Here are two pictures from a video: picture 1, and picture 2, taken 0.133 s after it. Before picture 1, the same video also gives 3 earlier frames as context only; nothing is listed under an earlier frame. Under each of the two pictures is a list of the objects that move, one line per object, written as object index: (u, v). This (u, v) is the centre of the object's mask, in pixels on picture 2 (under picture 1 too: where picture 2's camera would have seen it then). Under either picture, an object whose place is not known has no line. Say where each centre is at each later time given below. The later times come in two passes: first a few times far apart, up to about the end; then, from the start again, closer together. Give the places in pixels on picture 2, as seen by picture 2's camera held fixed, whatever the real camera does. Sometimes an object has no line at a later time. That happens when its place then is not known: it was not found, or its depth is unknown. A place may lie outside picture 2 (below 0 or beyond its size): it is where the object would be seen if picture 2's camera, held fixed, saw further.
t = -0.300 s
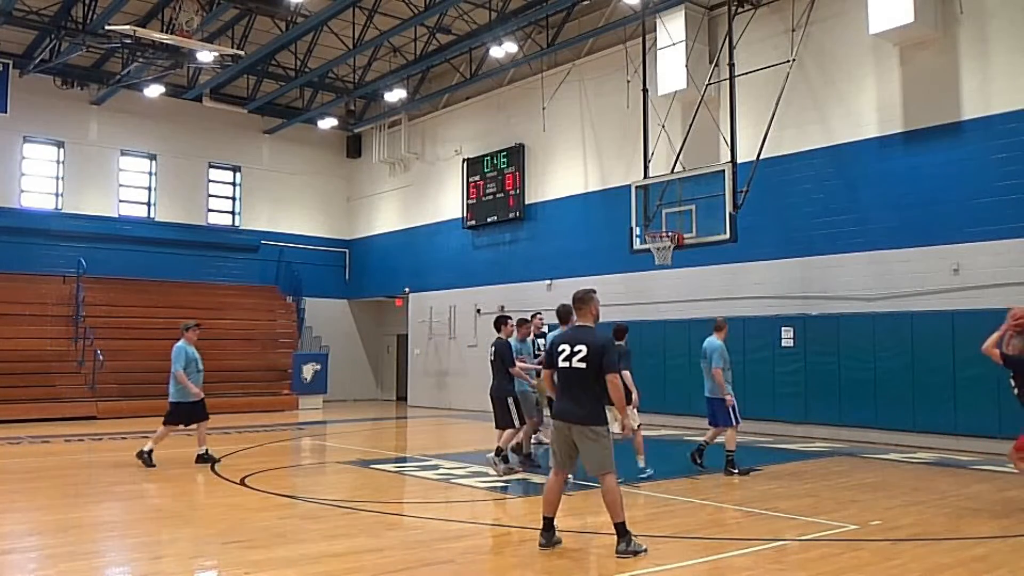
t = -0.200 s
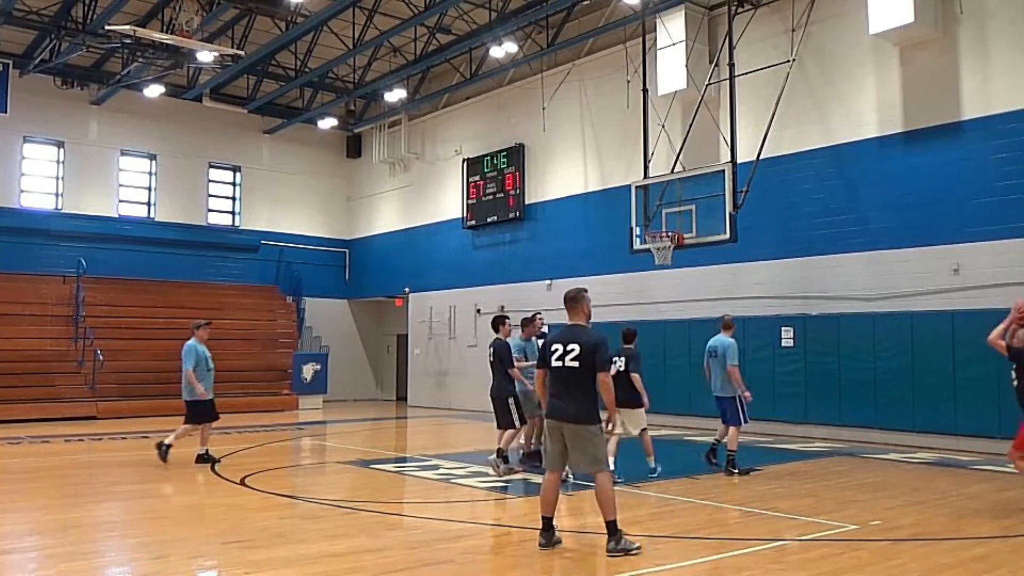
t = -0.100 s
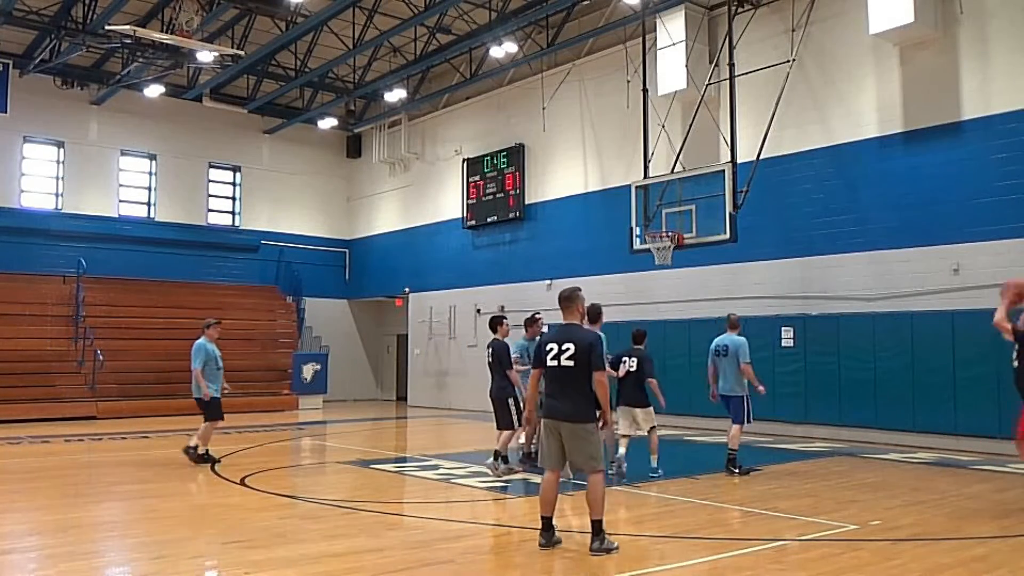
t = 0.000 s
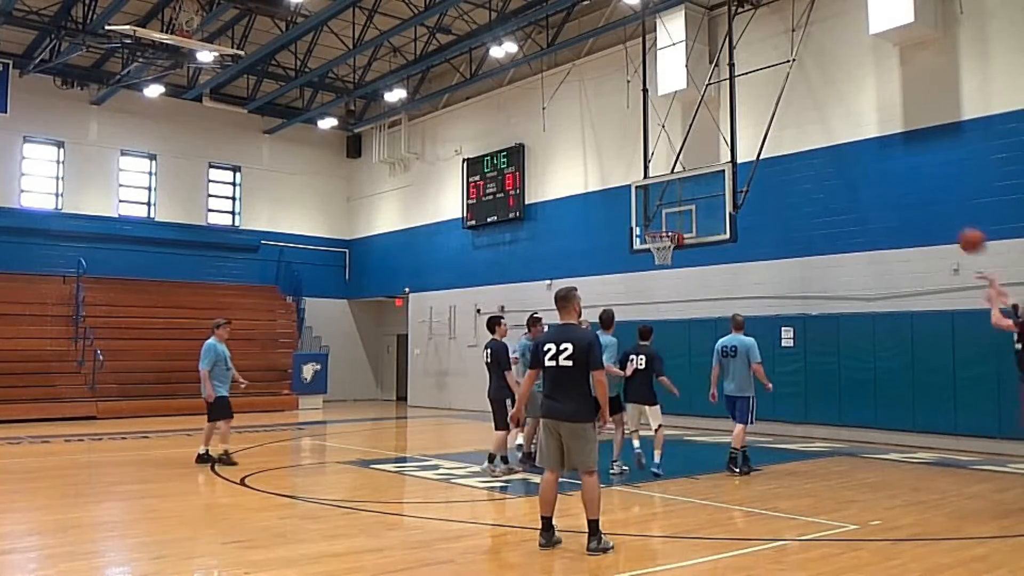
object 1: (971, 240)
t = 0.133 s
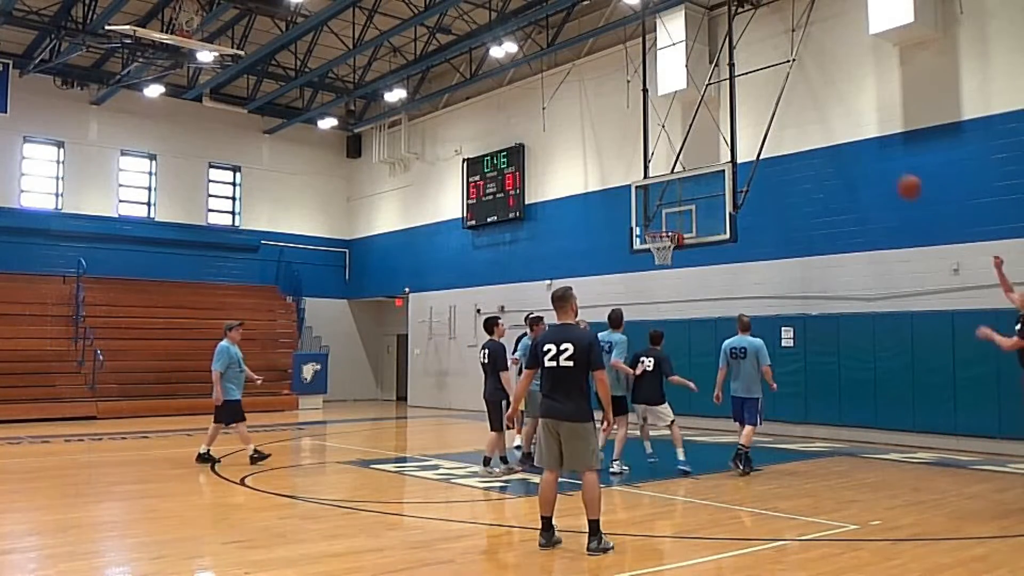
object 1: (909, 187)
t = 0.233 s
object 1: (868, 162)
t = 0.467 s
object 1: (788, 142)
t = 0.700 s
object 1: (722, 164)
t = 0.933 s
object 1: (668, 219)
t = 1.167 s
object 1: (661, 240)
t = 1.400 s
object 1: (669, 256)
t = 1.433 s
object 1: (666, 265)
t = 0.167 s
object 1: (896, 177)
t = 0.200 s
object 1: (882, 168)
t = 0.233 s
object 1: (868, 162)
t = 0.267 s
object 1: (856, 156)
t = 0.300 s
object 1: (843, 151)
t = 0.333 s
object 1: (831, 148)
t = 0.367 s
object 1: (820, 145)
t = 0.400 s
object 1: (809, 143)
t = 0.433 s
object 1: (798, 142)
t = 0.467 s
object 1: (788, 142)
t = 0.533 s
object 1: (768, 145)
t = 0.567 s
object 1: (758, 147)
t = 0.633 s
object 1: (740, 154)
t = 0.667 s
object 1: (731, 158)
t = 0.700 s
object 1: (722, 164)
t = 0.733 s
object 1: (714, 170)
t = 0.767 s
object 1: (707, 177)
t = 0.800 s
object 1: (698, 183)
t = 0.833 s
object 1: (691, 191)
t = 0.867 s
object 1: (683, 199)
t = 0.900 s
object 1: (675, 209)
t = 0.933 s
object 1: (668, 219)
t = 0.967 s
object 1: (662, 227)
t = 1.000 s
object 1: (660, 233)
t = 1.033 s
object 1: (660, 239)
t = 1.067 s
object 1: (661, 242)
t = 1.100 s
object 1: (662, 241)
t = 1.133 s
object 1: (661, 238)
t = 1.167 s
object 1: (661, 240)
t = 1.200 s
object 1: (664, 240)
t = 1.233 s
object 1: (665, 242)
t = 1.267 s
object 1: (667, 242)
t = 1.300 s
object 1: (665, 247)
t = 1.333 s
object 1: (669, 254)
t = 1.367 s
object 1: (669, 254)
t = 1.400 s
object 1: (669, 256)
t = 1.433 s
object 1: (666, 265)
